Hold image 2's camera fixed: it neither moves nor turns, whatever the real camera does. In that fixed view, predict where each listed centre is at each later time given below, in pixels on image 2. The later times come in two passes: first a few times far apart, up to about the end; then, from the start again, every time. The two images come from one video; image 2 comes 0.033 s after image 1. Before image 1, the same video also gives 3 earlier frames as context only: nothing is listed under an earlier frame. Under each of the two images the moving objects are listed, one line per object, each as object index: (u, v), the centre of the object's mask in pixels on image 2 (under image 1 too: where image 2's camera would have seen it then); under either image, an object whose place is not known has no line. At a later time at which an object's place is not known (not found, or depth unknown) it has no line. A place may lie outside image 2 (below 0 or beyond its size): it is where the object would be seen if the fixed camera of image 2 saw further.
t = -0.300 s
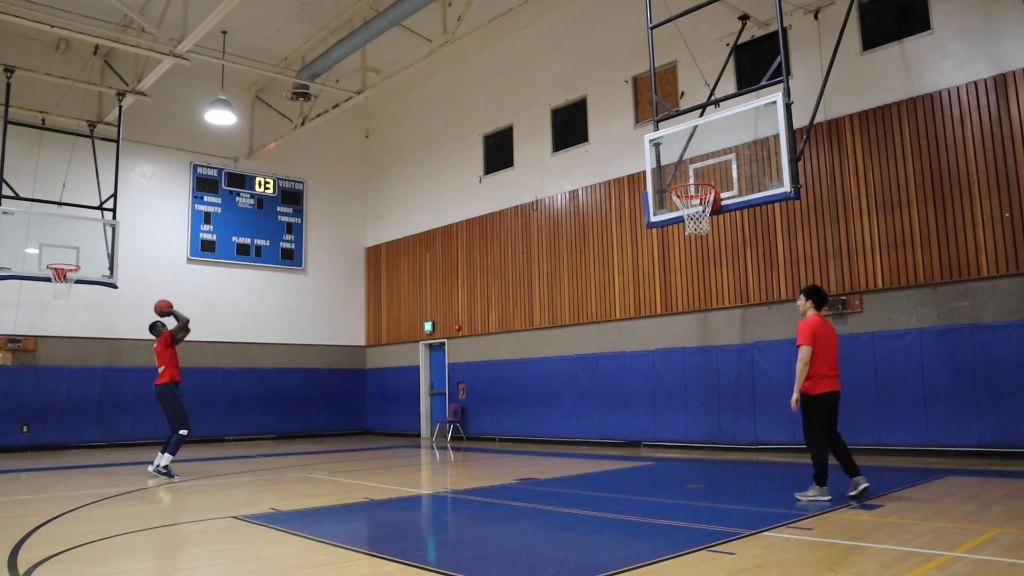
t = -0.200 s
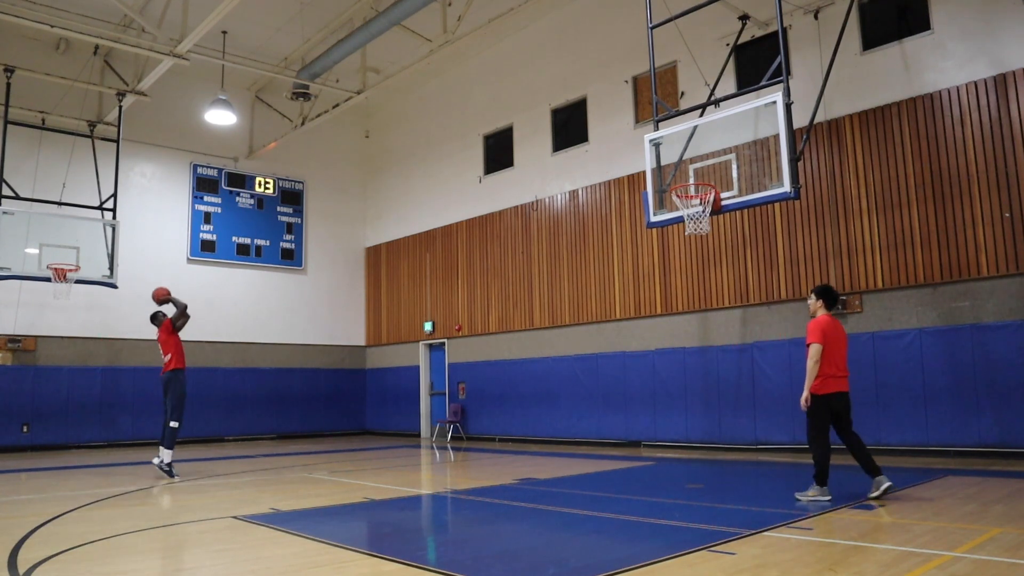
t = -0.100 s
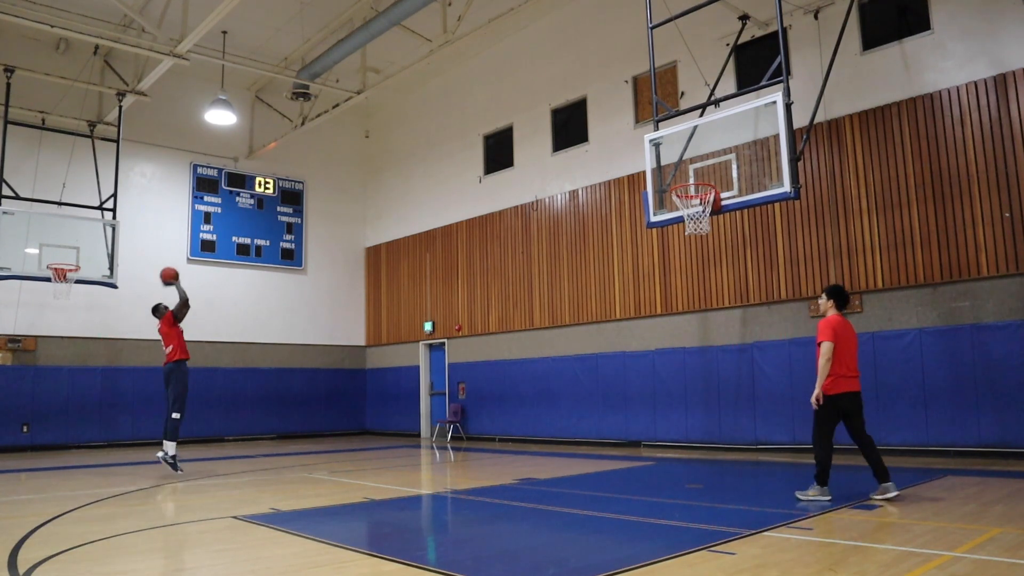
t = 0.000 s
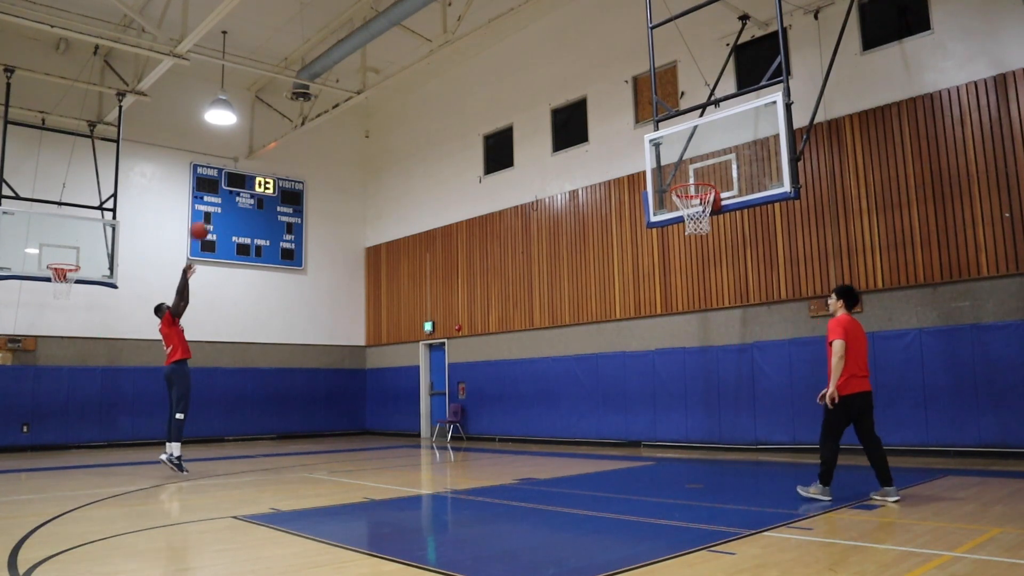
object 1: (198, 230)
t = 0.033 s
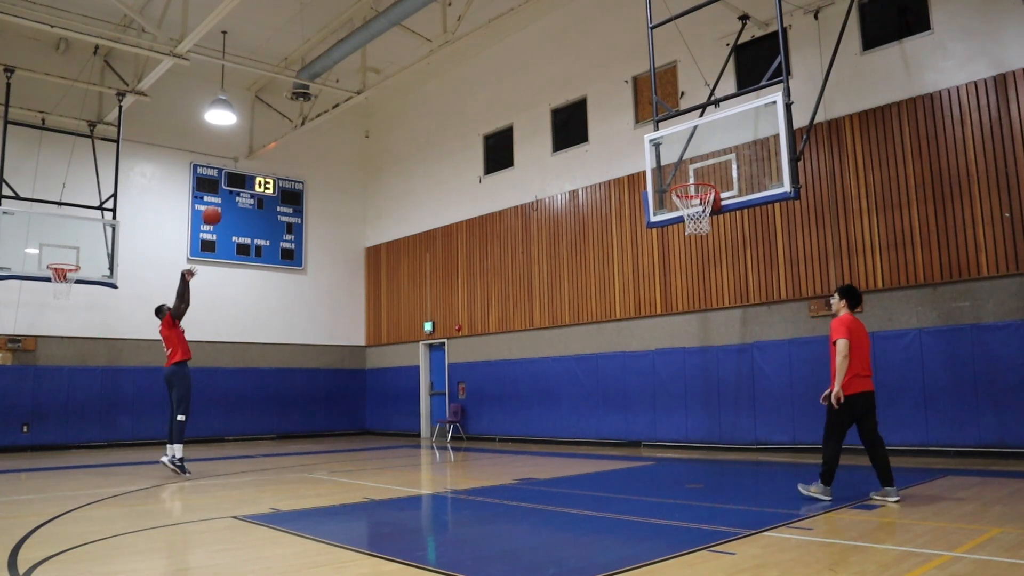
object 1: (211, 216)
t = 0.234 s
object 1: (287, 139)
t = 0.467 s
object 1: (381, 85)
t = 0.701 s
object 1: (479, 73)
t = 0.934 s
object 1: (583, 105)
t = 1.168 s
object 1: (697, 180)
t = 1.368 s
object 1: (682, 216)
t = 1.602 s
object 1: (671, 218)
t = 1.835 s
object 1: (701, 228)
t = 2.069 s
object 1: (731, 260)
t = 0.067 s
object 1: (225, 200)
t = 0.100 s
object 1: (237, 186)
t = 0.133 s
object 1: (248, 173)
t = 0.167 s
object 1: (262, 161)
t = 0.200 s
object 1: (275, 150)
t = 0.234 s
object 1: (287, 139)
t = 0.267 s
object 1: (301, 129)
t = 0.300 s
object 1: (314, 120)
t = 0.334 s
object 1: (327, 112)
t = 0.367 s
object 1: (341, 104)
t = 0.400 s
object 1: (354, 98)
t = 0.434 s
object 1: (368, 91)
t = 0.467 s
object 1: (381, 85)
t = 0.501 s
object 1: (394, 82)
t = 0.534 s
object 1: (408, 78)
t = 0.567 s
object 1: (422, 76)
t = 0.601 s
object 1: (436, 74)
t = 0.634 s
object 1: (450, 73)
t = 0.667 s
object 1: (464, 72)
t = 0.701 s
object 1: (479, 73)
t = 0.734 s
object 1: (493, 75)
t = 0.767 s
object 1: (507, 77)
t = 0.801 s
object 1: (522, 81)
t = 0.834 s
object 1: (538, 85)
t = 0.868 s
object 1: (553, 91)
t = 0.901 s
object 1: (568, 97)
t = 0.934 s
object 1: (583, 105)
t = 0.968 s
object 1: (600, 113)
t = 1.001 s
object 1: (616, 123)
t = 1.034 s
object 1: (632, 134)
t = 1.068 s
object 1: (649, 146)
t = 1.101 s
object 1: (666, 159)
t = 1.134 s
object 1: (683, 172)
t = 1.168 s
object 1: (697, 180)
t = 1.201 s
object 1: (702, 194)
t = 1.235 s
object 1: (703, 197)
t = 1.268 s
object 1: (698, 202)
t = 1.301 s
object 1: (695, 203)
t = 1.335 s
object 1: (685, 209)
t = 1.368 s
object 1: (682, 216)
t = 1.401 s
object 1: (678, 218)
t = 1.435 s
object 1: (674, 217)
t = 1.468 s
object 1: (671, 217)
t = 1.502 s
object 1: (670, 216)
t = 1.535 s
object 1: (669, 216)
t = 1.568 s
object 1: (669, 217)
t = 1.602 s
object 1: (671, 218)
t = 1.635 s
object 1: (673, 220)
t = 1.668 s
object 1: (678, 221)
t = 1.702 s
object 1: (683, 225)
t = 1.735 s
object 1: (688, 224)
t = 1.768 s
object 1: (691, 227)
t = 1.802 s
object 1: (697, 228)
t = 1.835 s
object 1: (701, 228)
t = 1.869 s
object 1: (705, 229)
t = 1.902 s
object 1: (710, 230)
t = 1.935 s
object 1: (713, 233)
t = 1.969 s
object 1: (718, 239)
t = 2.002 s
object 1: (722, 245)
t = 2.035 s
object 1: (727, 252)
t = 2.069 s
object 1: (731, 260)
